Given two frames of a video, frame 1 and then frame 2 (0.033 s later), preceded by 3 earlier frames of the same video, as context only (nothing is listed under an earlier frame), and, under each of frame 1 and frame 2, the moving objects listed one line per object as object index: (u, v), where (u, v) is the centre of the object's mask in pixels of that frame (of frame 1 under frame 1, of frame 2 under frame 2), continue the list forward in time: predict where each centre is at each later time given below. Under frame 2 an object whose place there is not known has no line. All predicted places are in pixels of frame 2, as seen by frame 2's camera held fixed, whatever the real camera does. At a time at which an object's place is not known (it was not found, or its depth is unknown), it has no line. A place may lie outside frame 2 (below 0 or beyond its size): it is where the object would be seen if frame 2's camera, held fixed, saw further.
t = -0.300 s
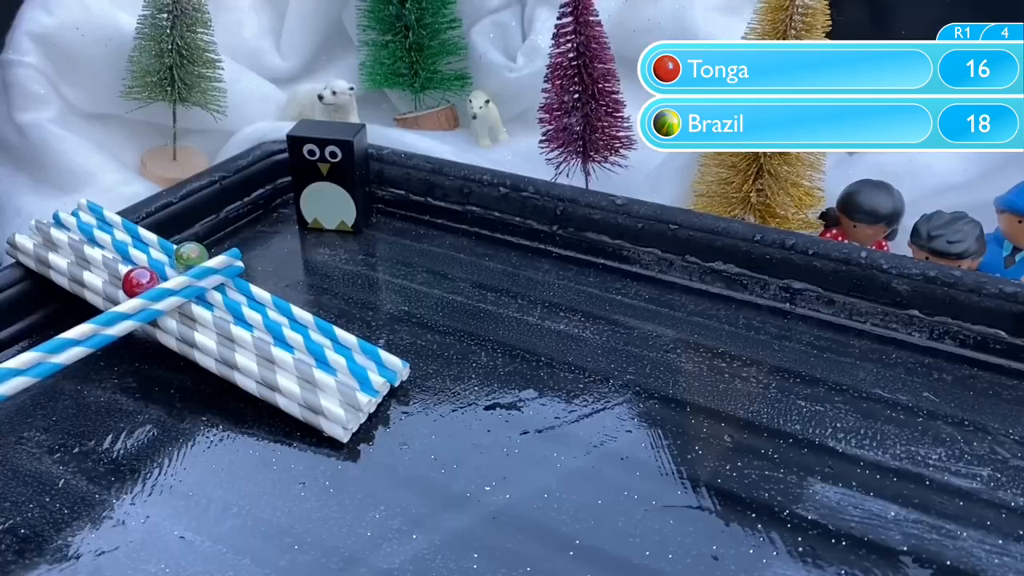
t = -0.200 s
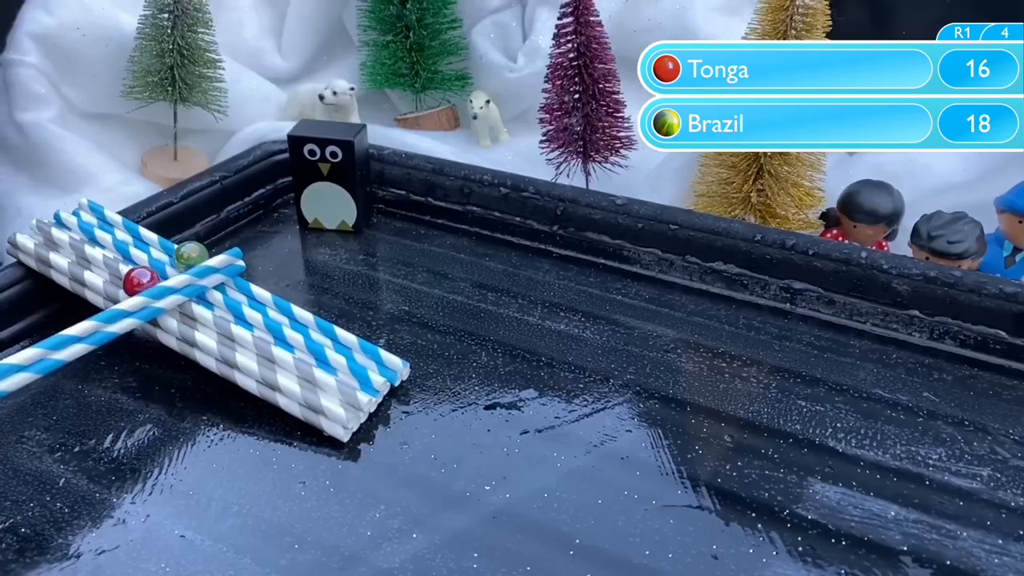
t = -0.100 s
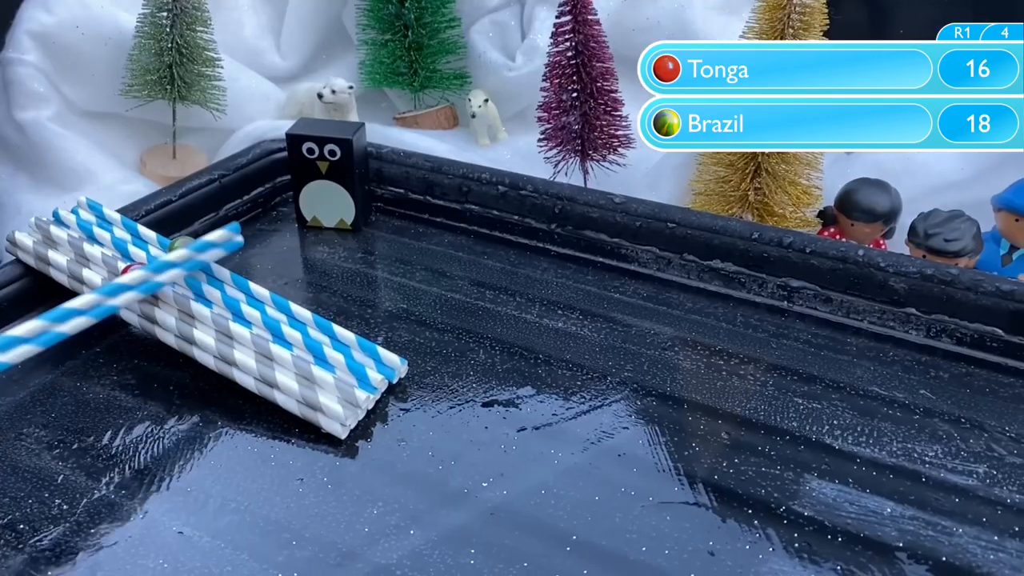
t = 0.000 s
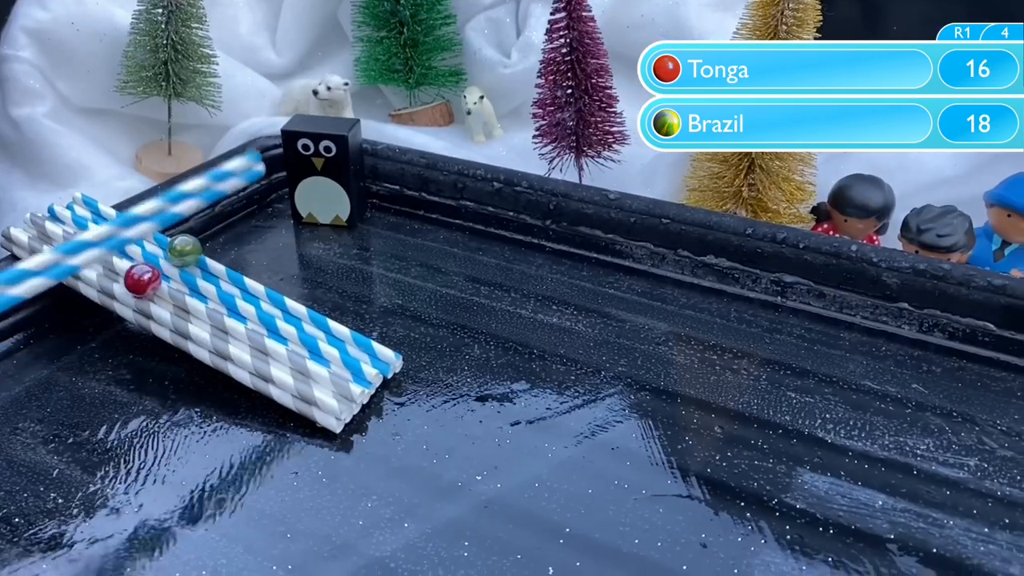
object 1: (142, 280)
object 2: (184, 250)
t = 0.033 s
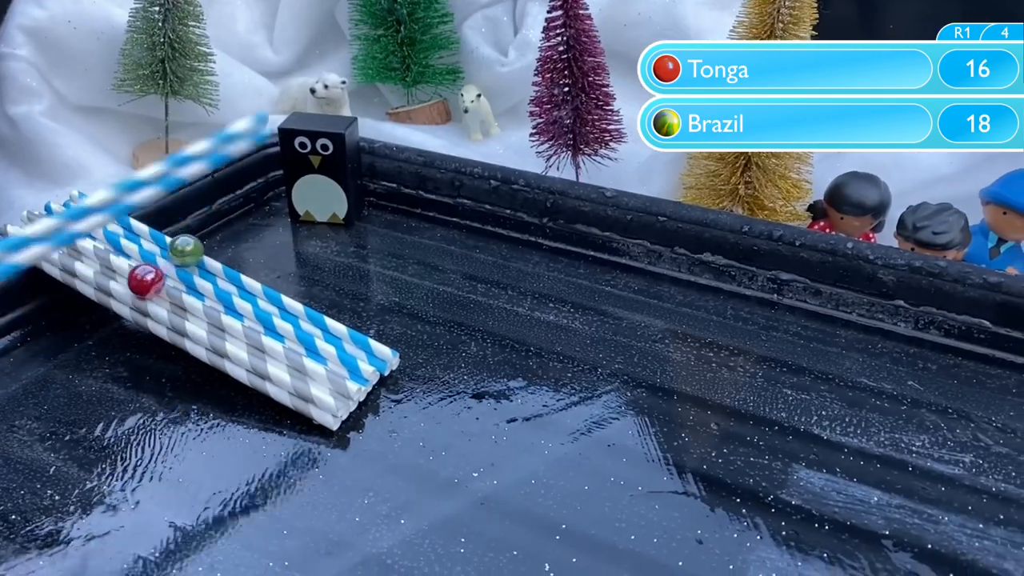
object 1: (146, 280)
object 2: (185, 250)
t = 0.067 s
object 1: (154, 285)
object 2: (192, 254)
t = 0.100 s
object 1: (164, 290)
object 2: (200, 258)
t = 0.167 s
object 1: (189, 303)
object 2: (223, 269)
